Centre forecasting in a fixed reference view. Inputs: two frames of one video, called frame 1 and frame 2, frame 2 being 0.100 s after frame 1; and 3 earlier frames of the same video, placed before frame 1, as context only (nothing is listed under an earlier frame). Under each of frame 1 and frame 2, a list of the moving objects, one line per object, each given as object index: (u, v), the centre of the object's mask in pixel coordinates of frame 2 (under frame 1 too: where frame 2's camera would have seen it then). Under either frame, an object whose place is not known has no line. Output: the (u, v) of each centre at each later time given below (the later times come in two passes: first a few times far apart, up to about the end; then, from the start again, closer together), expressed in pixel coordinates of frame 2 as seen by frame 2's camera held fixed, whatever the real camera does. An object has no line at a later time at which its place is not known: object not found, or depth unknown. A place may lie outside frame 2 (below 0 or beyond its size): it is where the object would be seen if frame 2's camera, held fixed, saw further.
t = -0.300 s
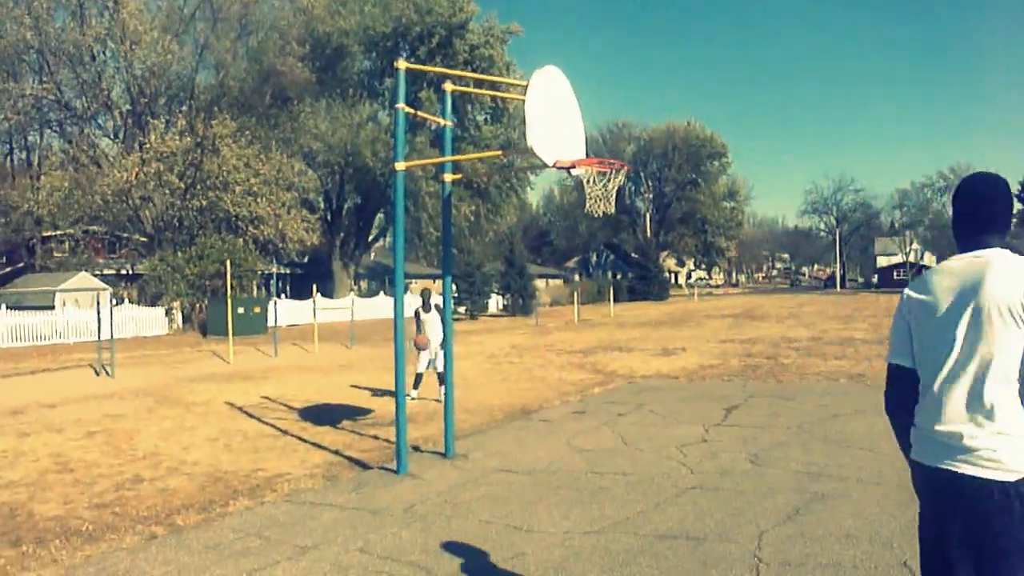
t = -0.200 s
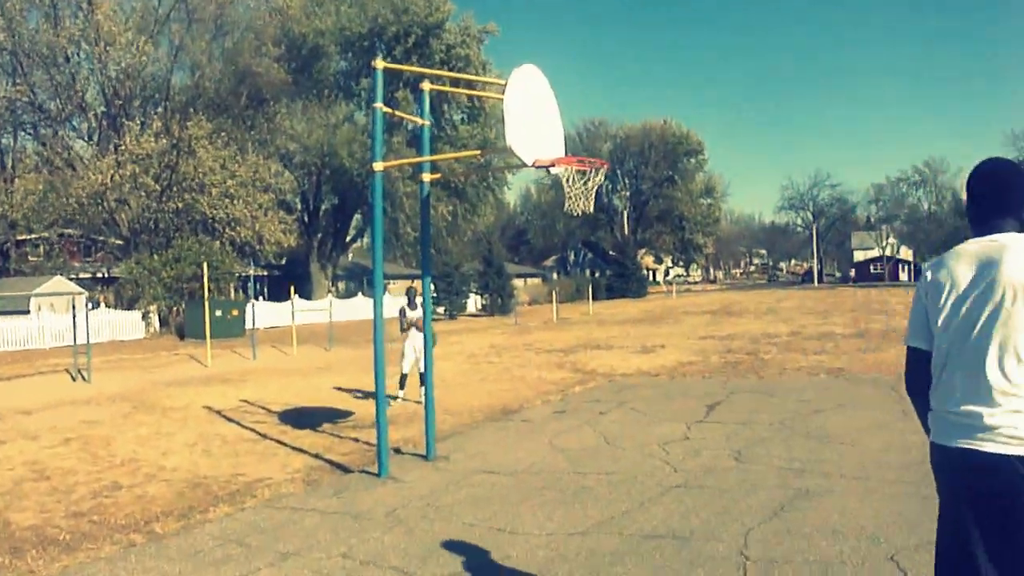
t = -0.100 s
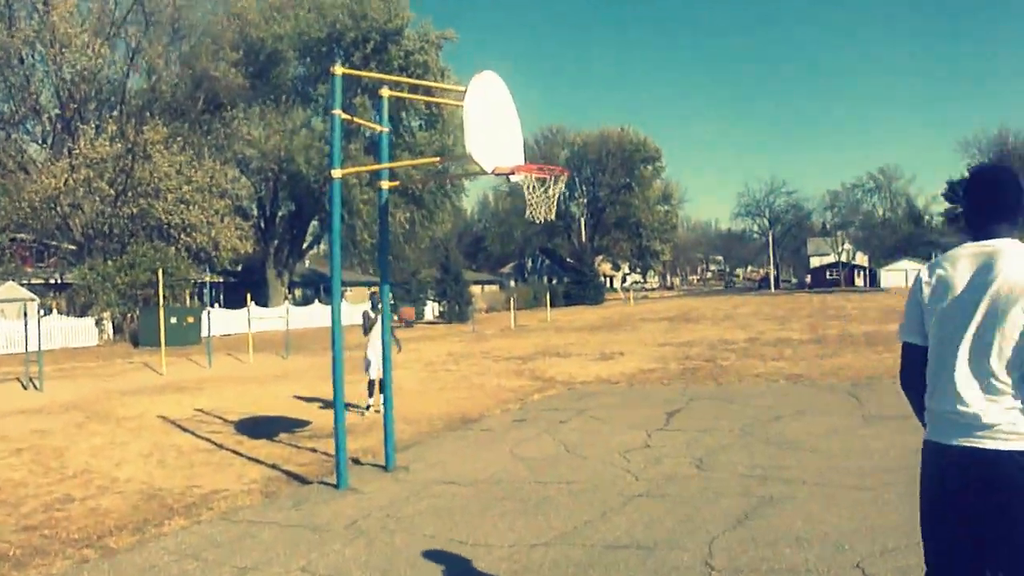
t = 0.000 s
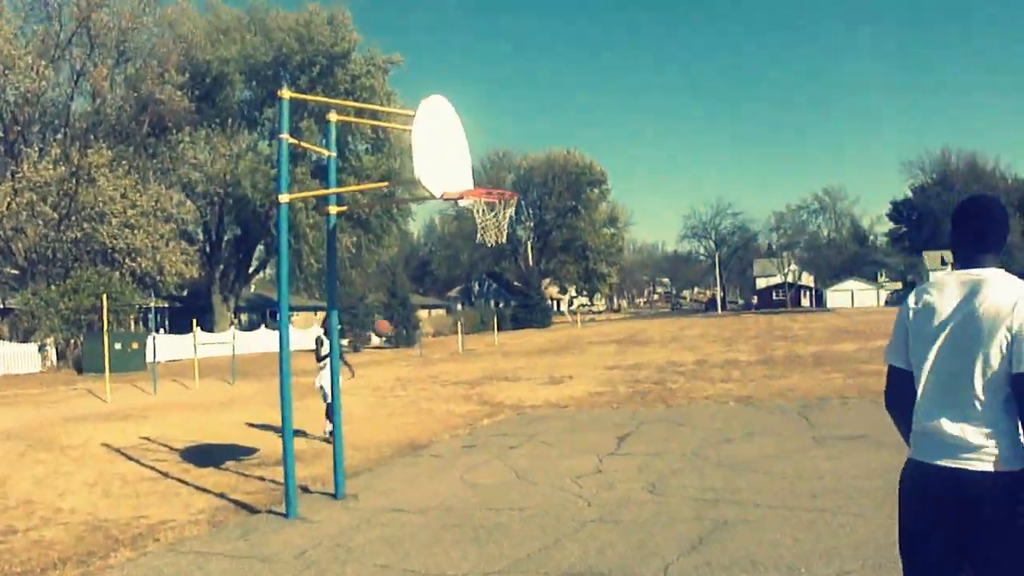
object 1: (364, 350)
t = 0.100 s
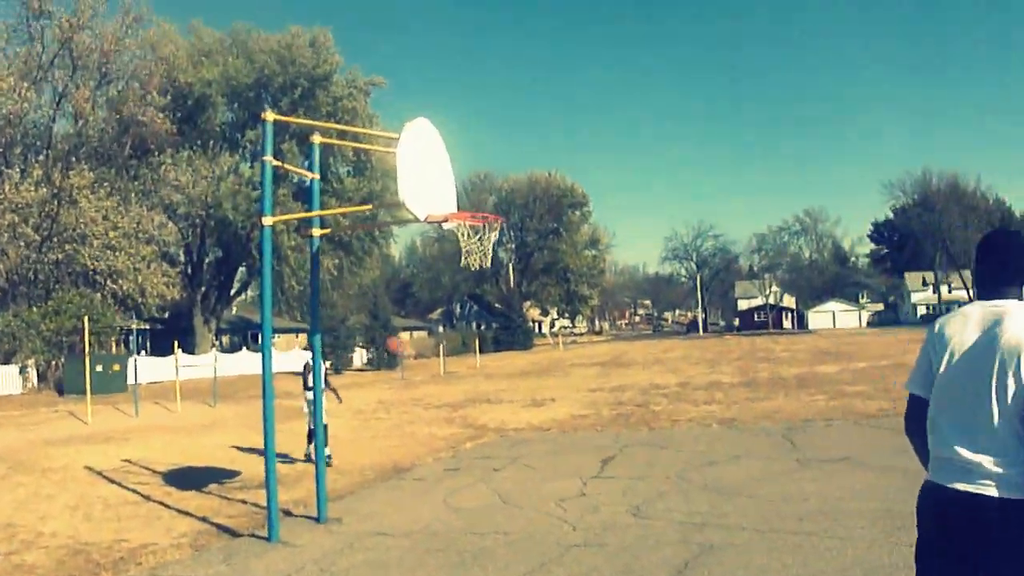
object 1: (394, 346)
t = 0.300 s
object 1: (461, 365)
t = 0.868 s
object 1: (673, 394)
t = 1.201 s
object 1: (800, 372)
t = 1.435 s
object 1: (899, 440)
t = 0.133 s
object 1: (404, 347)
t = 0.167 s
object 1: (418, 348)
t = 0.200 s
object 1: (426, 349)
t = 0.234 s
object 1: (439, 353)
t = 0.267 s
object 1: (447, 357)
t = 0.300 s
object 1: (461, 365)
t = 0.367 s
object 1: (487, 379)
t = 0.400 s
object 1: (499, 388)
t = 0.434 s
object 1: (511, 399)
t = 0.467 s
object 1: (525, 411)
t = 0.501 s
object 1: (539, 425)
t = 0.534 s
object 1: (553, 440)
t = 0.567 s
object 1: (568, 457)
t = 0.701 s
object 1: (617, 453)
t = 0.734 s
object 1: (629, 439)
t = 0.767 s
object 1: (640, 427)
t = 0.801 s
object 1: (650, 416)
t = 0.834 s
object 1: (661, 404)
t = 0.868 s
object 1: (673, 394)
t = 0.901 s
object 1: (683, 388)
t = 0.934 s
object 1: (696, 380)
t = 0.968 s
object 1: (708, 375)
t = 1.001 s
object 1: (721, 370)
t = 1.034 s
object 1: (735, 368)
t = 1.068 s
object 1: (747, 365)
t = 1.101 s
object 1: (759, 365)
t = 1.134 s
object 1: (776, 369)
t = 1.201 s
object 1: (800, 372)
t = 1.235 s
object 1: (816, 378)
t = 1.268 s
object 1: (827, 384)
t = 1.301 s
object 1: (840, 392)
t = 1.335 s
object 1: (855, 402)
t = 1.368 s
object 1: (870, 412)
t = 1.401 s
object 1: (884, 425)
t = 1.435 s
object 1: (899, 440)
